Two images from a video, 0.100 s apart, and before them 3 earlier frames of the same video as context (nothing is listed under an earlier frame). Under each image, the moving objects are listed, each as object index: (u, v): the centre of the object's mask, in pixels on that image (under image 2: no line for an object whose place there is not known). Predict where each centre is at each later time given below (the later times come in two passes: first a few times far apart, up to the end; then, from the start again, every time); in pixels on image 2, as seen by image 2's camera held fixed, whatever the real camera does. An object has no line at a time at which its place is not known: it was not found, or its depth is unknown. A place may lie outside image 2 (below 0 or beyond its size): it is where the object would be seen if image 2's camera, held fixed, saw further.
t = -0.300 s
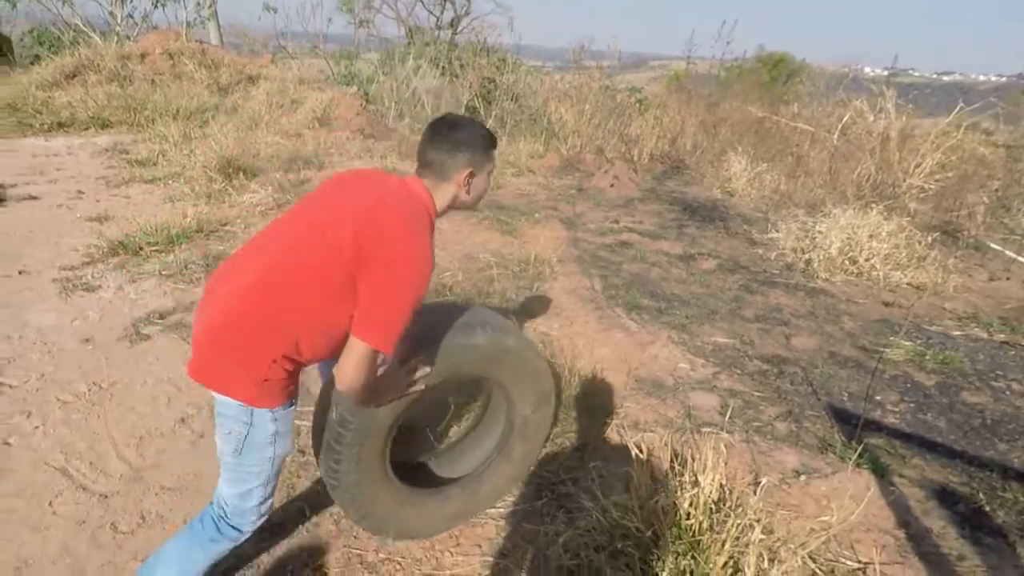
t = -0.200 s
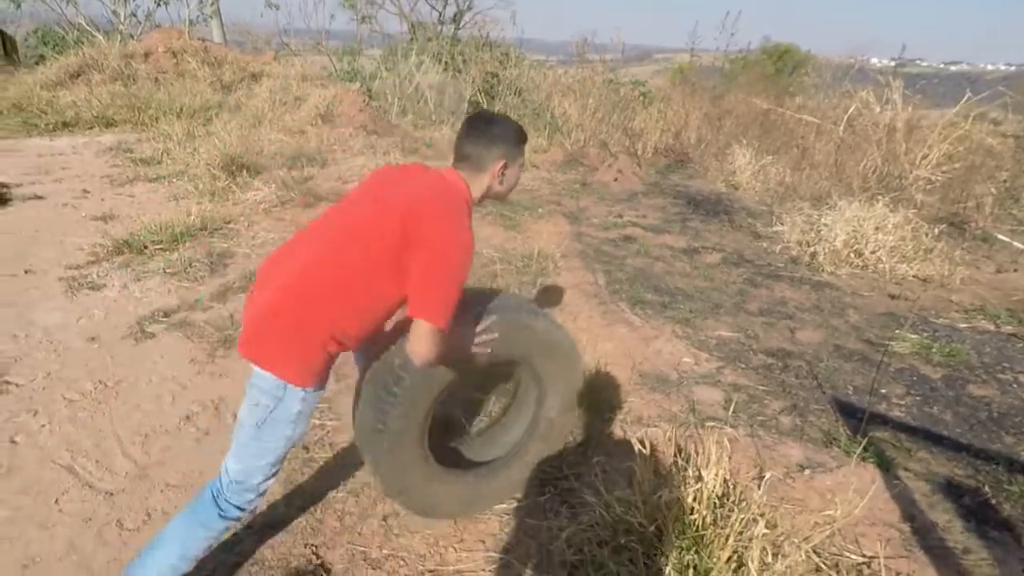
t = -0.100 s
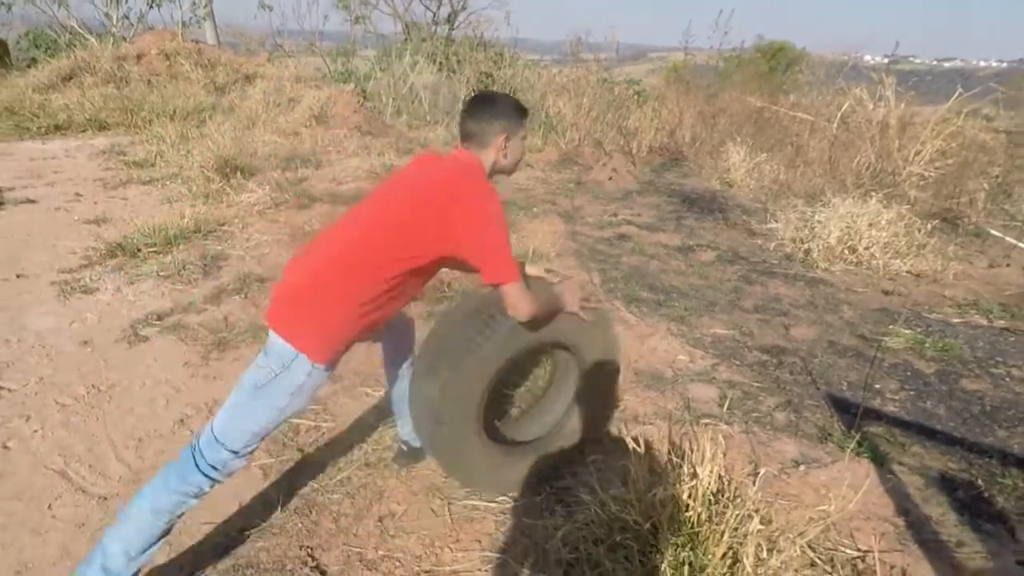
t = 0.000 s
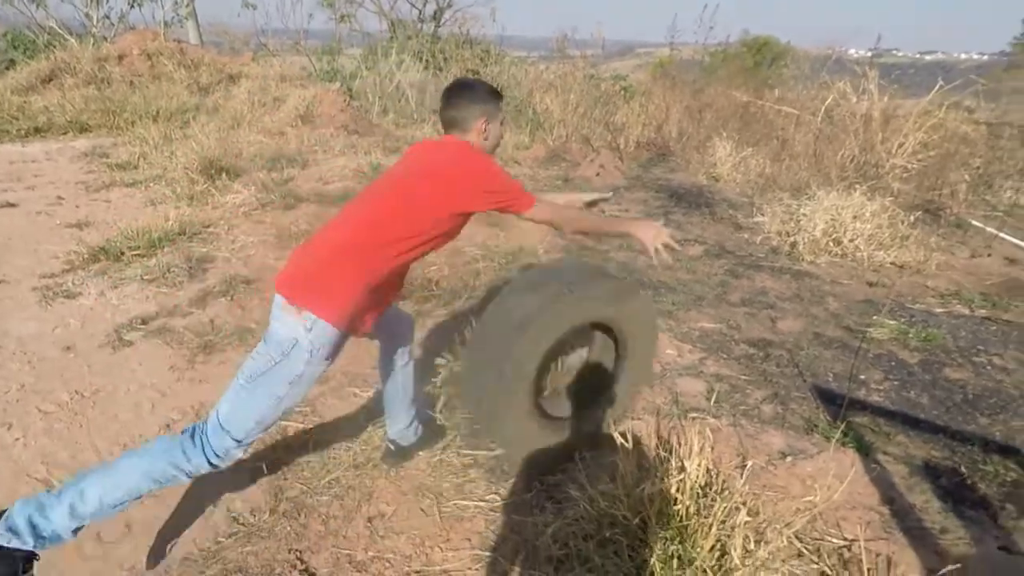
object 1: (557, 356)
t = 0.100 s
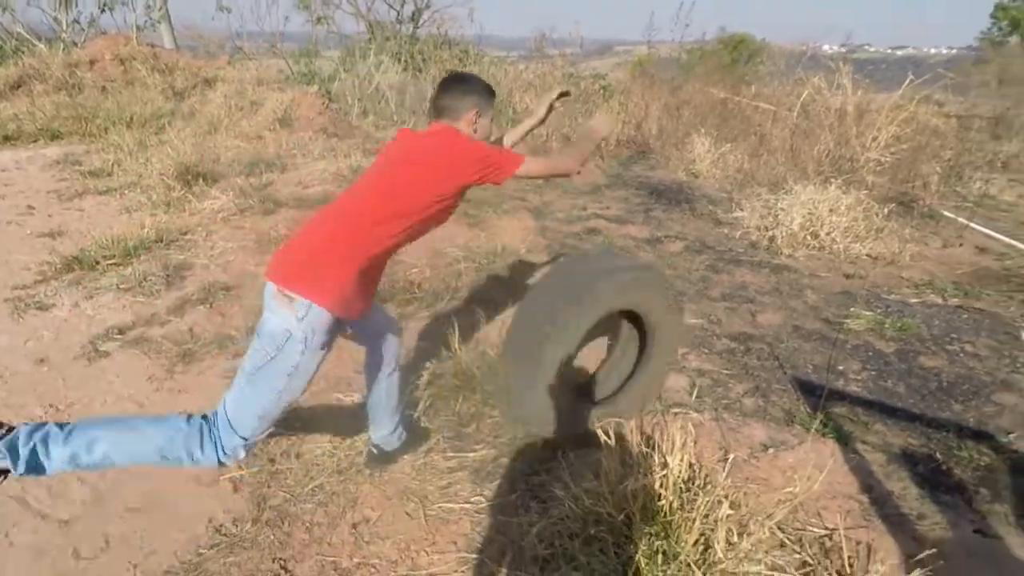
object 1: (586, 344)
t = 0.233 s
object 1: (649, 325)
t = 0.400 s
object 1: (703, 302)
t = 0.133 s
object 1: (609, 332)
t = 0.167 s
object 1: (626, 326)
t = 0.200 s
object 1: (639, 326)
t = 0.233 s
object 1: (649, 325)
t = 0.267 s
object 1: (657, 325)
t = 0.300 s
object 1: (671, 319)
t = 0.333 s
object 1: (682, 313)
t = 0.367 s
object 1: (692, 305)
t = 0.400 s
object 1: (703, 302)
